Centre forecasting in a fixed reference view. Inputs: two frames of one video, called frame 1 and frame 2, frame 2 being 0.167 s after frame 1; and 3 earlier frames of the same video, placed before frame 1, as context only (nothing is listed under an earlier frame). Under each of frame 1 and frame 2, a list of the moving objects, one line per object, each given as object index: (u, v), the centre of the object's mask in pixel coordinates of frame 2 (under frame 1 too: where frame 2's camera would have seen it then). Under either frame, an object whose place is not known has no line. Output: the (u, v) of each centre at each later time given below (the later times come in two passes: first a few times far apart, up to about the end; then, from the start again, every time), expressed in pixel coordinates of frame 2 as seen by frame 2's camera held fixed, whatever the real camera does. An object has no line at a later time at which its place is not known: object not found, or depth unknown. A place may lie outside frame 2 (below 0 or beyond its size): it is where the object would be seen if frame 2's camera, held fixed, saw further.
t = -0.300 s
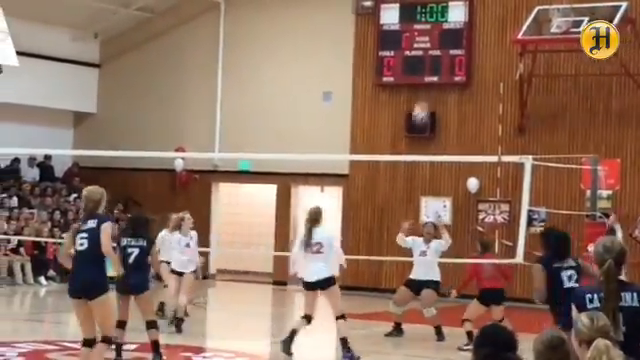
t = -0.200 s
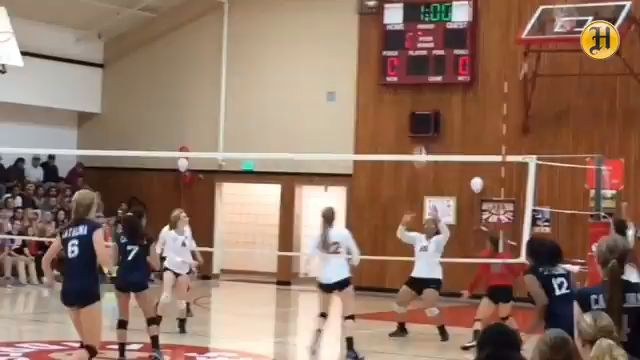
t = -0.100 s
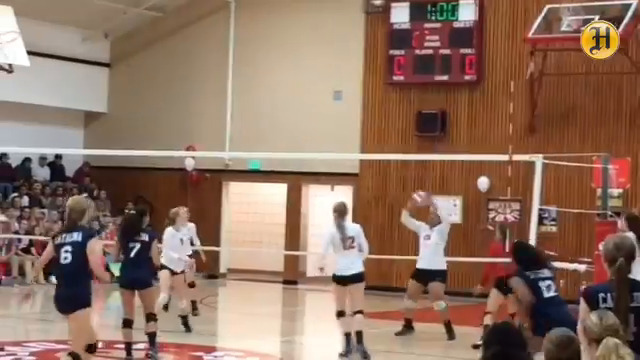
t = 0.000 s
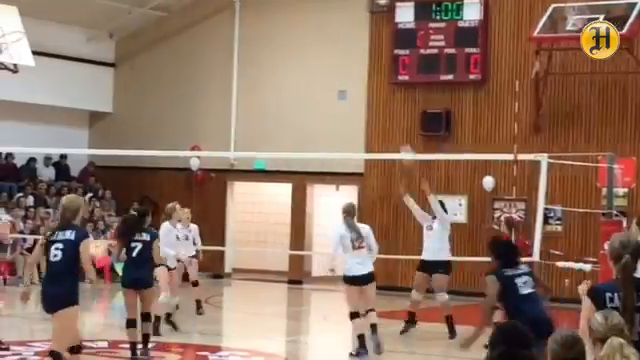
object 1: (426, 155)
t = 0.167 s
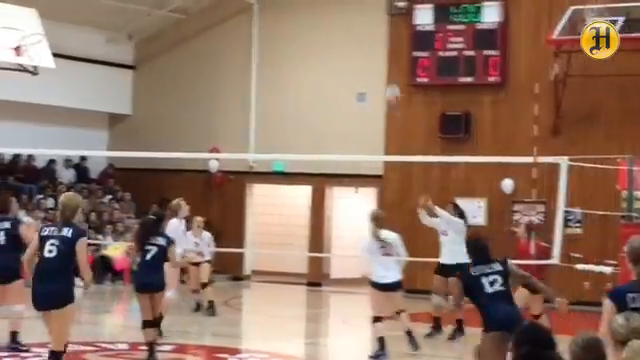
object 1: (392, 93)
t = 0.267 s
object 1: (373, 64)
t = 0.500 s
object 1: (325, 26)
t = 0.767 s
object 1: (268, 30)
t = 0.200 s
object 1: (386, 83)
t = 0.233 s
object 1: (379, 70)
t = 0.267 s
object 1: (373, 64)
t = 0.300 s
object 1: (366, 56)
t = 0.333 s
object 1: (359, 49)
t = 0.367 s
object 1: (353, 42)
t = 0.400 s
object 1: (347, 37)
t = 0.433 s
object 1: (338, 33)
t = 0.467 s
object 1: (332, 29)
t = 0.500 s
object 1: (325, 26)
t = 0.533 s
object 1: (317, 24)
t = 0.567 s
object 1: (310, 23)
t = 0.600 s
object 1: (303, 22)
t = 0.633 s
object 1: (296, 22)
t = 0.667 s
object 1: (288, 23)
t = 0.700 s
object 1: (281, 25)
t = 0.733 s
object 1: (274, 27)
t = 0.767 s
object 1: (268, 30)
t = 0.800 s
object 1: (259, 36)
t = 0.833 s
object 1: (252, 41)
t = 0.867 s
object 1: (243, 48)
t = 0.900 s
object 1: (236, 55)
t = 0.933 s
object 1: (229, 63)
